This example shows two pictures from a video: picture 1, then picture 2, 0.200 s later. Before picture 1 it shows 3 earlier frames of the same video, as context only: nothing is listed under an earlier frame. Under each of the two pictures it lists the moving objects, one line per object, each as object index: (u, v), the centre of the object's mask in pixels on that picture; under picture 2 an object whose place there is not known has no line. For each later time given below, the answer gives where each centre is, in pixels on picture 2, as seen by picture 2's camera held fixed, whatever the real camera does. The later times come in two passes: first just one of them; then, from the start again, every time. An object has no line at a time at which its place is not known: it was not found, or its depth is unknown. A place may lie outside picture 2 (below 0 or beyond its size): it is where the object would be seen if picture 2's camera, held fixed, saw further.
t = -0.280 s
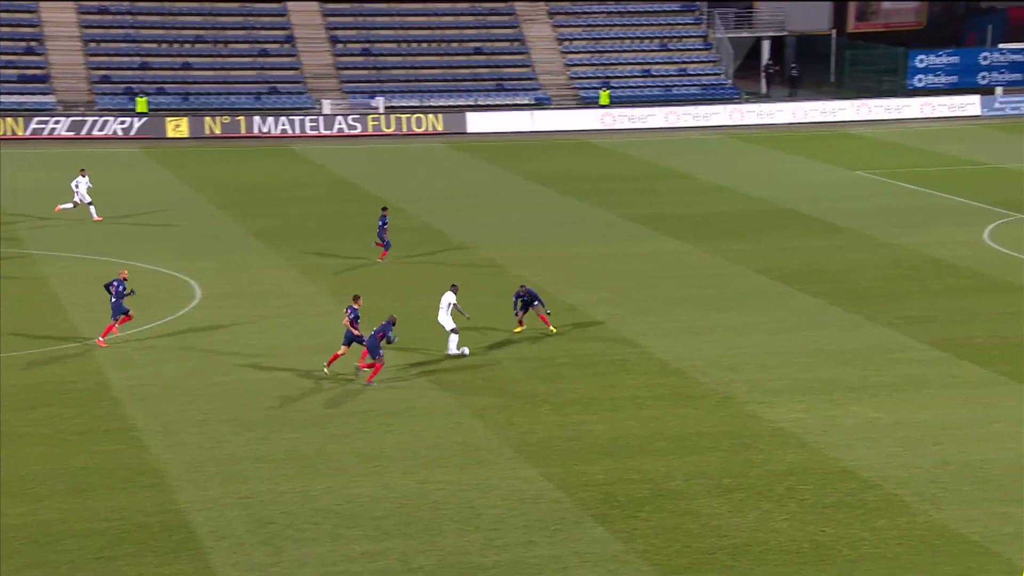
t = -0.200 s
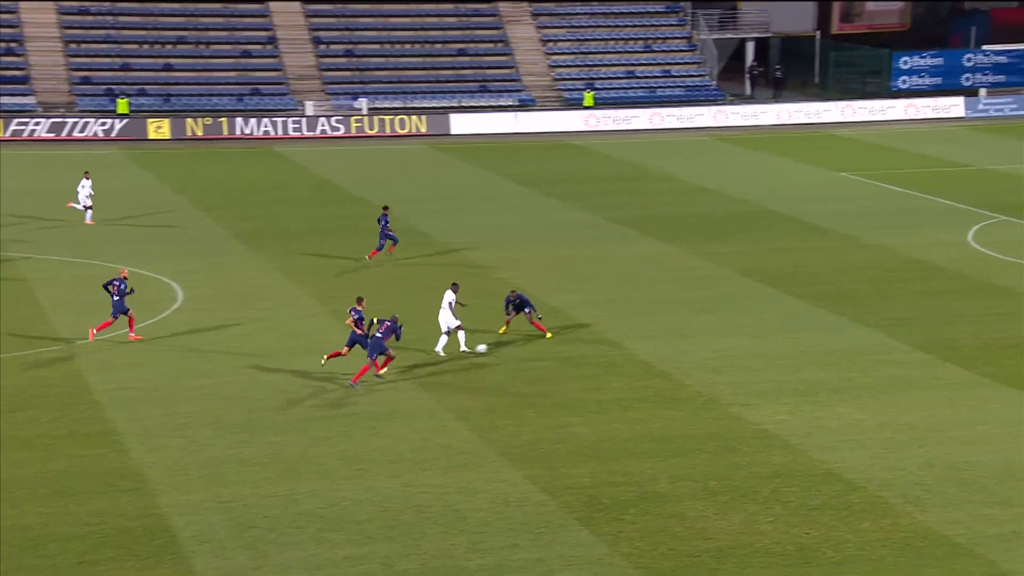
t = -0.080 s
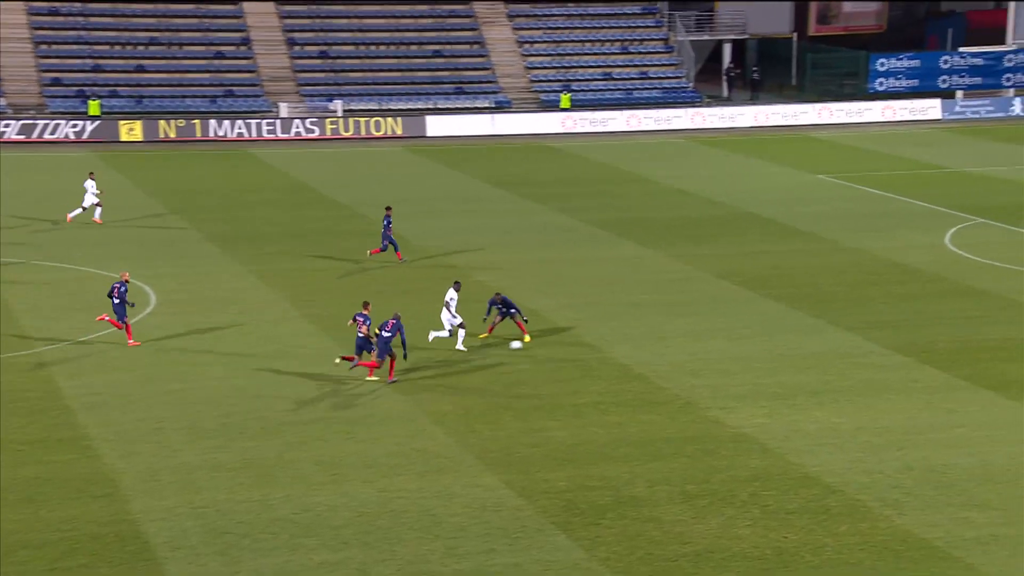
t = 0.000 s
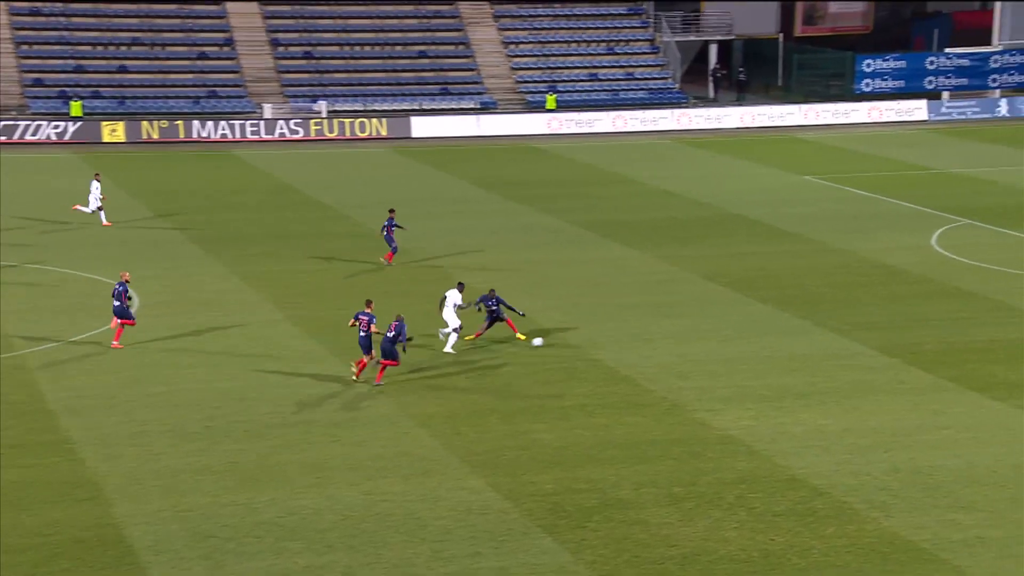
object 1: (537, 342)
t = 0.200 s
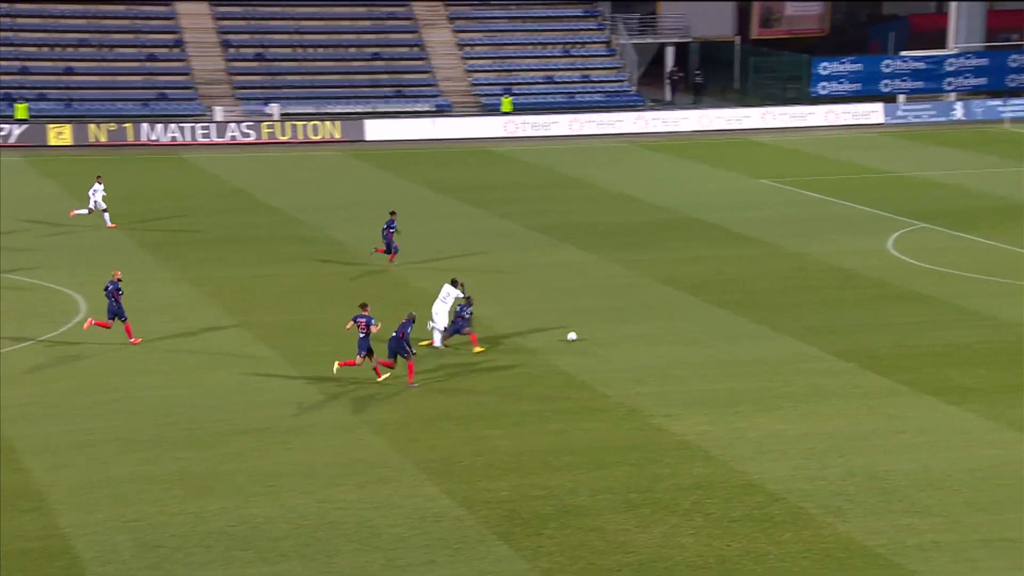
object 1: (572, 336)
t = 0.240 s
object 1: (586, 335)
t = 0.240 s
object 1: (586, 335)
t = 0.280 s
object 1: (599, 333)
